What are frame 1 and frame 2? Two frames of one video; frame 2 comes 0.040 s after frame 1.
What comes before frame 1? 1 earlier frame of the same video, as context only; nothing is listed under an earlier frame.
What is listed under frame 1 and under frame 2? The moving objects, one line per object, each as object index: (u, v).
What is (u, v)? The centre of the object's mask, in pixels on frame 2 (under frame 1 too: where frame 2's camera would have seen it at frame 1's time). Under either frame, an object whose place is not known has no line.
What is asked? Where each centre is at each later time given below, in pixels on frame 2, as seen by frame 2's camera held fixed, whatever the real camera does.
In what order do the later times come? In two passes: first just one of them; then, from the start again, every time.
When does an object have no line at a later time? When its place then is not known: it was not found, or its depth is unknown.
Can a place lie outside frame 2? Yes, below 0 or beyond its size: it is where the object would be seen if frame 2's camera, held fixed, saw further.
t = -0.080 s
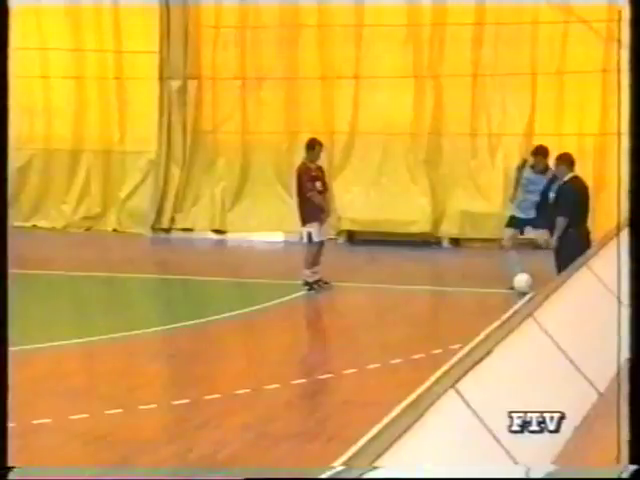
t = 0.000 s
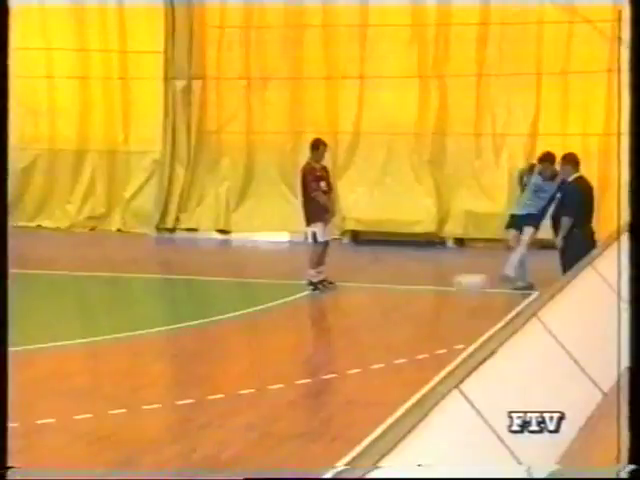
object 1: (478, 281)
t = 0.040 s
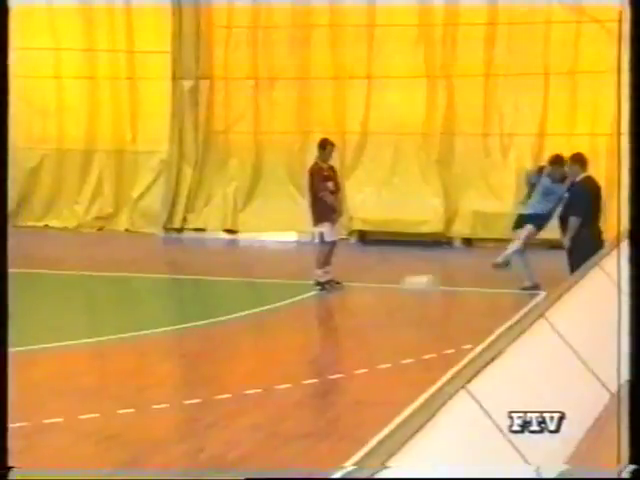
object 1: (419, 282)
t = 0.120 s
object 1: (295, 290)
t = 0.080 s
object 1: (358, 284)
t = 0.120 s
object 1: (295, 290)
